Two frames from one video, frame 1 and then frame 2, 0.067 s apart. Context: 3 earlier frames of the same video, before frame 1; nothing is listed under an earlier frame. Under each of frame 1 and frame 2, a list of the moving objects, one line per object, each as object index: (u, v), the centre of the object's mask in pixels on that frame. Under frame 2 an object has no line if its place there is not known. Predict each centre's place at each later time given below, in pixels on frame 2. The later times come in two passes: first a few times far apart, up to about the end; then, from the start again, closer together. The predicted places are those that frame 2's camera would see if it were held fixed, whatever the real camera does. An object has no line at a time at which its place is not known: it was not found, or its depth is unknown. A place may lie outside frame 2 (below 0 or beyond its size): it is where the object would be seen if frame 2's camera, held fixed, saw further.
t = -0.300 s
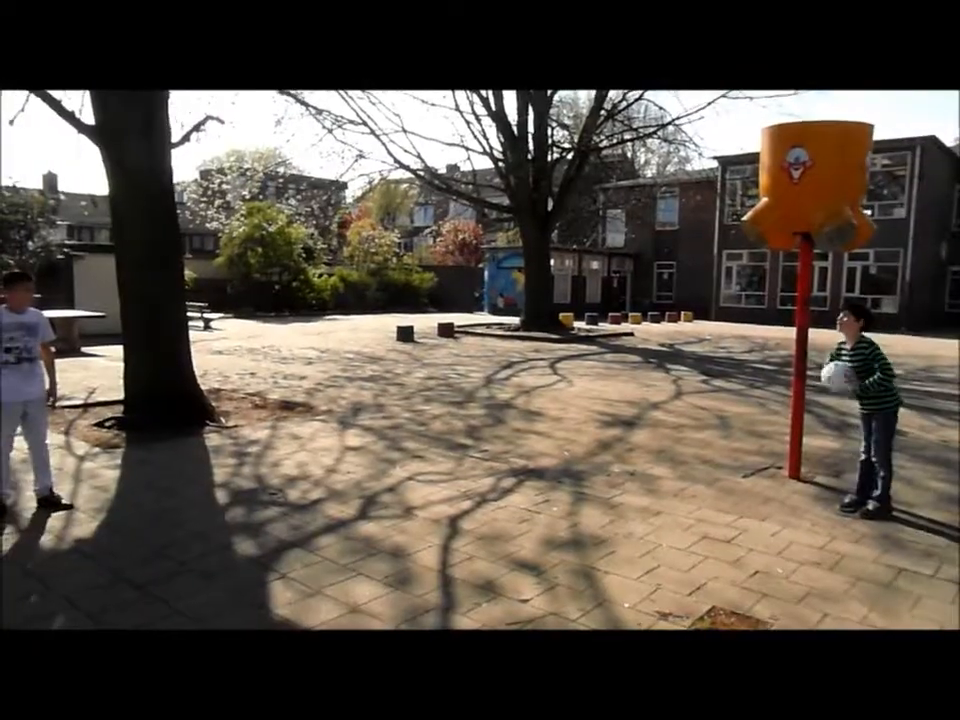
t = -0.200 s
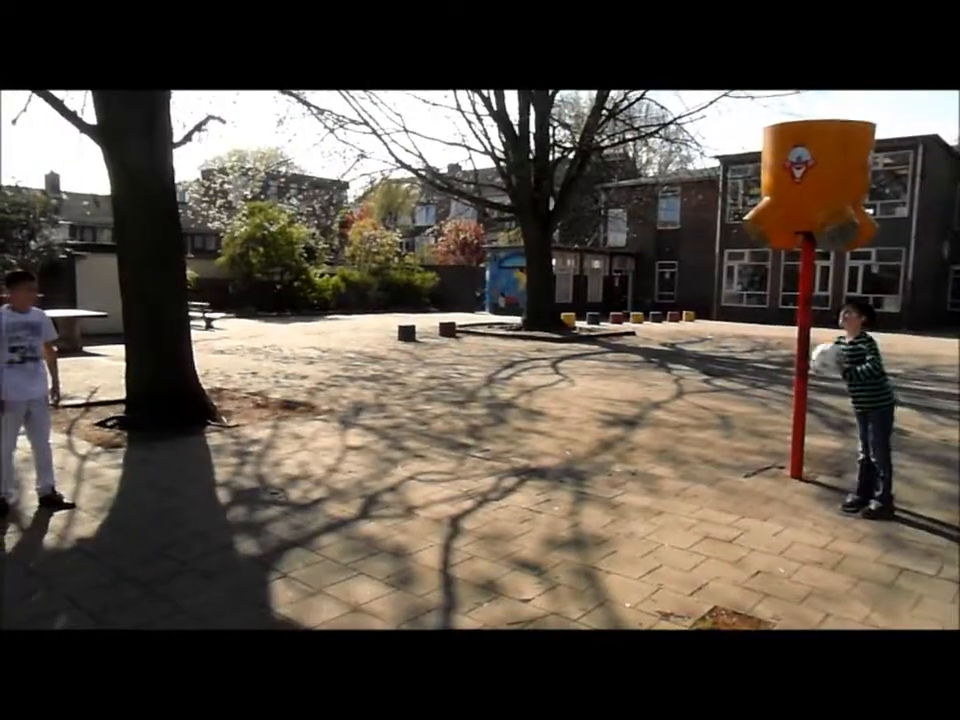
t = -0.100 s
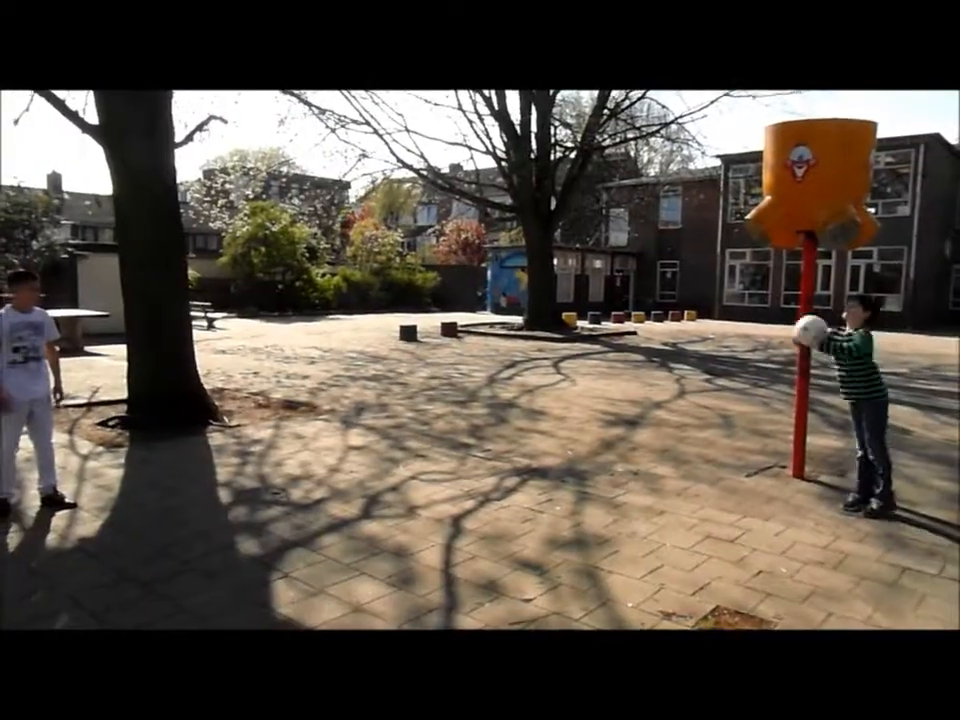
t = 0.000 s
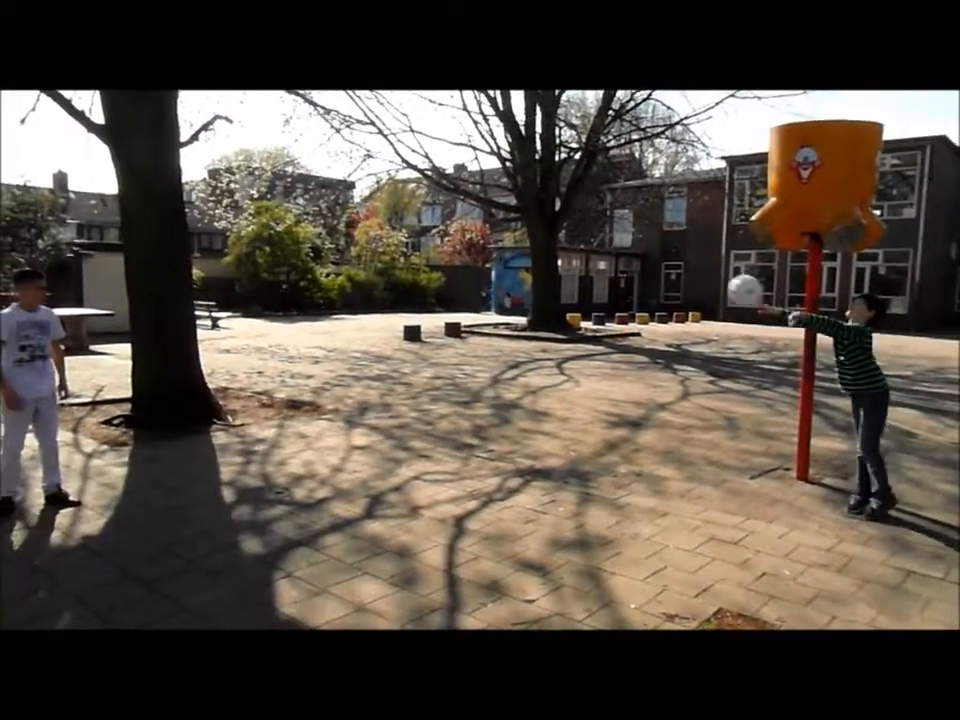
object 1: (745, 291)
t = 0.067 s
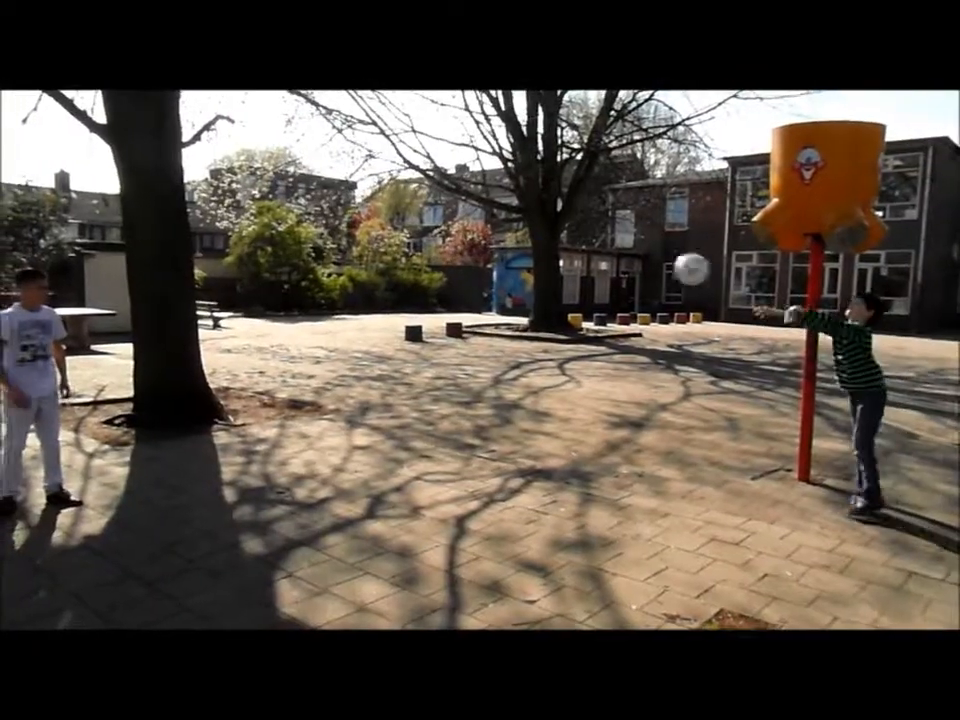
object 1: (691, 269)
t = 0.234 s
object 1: (550, 242)
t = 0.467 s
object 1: (352, 275)
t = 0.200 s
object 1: (578, 243)
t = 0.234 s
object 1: (550, 242)
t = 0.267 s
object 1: (521, 241)
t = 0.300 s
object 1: (492, 242)
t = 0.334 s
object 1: (464, 246)
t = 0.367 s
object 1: (435, 252)
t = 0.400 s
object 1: (409, 257)
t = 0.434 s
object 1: (379, 266)
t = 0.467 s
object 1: (352, 275)
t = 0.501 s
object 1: (323, 288)
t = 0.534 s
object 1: (296, 300)
